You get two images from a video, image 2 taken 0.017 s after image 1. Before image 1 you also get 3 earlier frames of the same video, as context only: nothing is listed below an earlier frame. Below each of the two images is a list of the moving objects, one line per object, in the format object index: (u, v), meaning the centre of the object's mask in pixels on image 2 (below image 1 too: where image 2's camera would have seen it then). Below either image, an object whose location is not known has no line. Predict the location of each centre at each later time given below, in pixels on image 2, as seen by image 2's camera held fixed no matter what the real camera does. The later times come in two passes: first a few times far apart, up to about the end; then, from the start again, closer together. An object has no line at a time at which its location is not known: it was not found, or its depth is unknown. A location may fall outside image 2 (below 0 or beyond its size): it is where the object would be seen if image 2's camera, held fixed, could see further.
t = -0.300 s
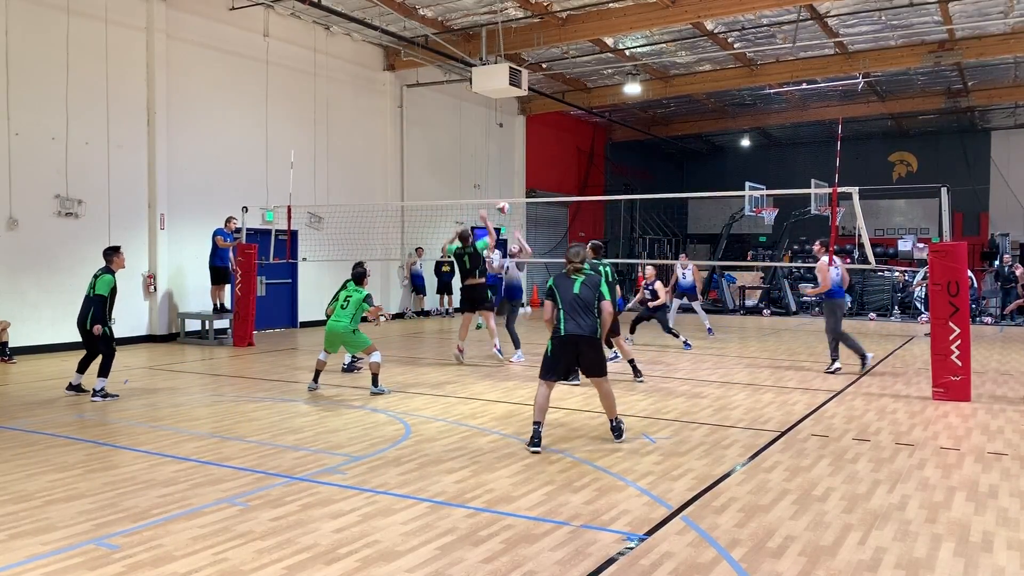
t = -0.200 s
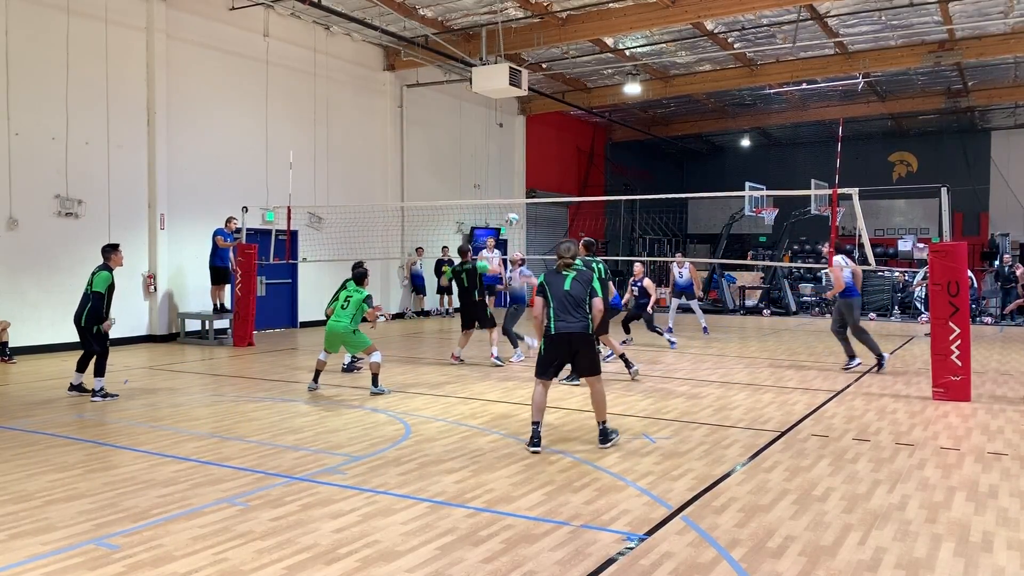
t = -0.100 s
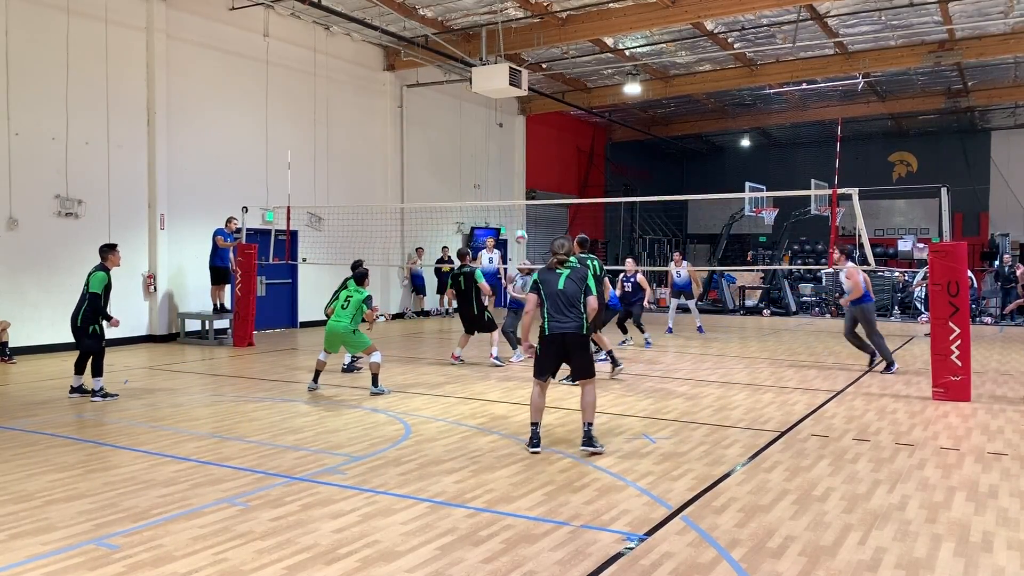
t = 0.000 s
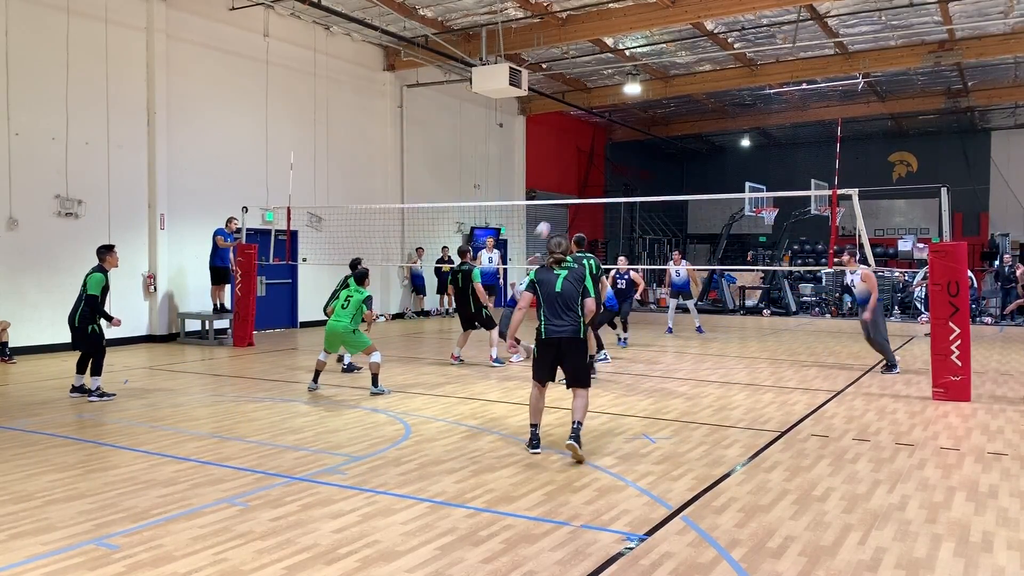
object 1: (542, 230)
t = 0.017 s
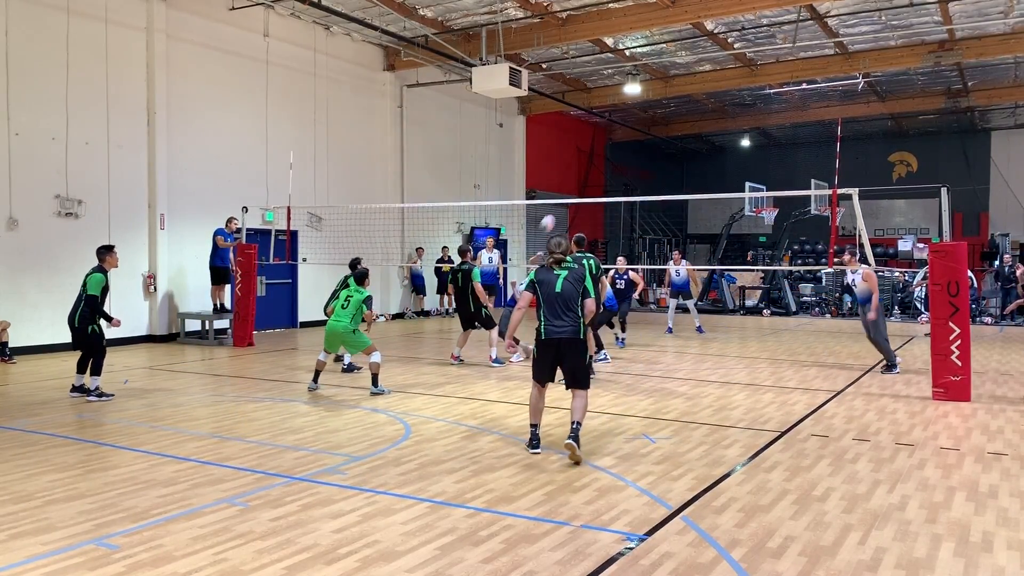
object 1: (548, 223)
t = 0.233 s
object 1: (613, 151)
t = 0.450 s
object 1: (680, 106)
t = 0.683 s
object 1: (751, 93)
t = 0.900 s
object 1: (818, 112)
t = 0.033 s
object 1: (553, 217)
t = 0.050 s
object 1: (557, 210)
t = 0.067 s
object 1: (562, 204)
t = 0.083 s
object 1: (567, 198)
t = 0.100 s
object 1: (573, 191)
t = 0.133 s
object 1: (583, 181)
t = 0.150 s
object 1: (588, 175)
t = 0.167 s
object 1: (593, 170)
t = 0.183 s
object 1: (598, 165)
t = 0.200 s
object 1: (603, 160)
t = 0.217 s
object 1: (608, 155)
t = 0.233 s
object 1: (613, 151)
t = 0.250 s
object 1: (618, 146)
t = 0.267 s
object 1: (624, 142)
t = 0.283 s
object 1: (629, 138)
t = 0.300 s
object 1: (634, 134)
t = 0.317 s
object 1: (639, 130)
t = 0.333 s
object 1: (644, 127)
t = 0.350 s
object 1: (649, 123)
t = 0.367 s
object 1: (655, 120)
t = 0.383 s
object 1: (659, 117)
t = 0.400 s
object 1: (664, 114)
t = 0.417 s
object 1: (670, 111)
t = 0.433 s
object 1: (675, 109)
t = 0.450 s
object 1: (680, 106)
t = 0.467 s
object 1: (685, 104)
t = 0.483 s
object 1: (690, 102)
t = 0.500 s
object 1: (695, 100)
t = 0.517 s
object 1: (700, 99)
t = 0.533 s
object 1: (706, 97)
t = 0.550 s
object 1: (710, 96)
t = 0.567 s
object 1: (716, 95)
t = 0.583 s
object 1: (721, 94)
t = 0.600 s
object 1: (726, 93)
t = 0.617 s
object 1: (731, 93)
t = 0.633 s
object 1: (736, 92)
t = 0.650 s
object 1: (741, 92)
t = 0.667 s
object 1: (746, 92)
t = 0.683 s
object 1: (751, 93)
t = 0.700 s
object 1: (757, 93)
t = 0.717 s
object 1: (762, 94)
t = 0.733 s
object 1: (767, 94)
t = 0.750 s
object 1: (772, 95)
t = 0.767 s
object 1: (777, 96)
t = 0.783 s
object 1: (782, 97)
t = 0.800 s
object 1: (788, 99)
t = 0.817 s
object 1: (793, 101)
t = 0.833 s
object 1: (798, 103)
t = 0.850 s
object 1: (803, 105)
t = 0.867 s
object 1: (808, 108)
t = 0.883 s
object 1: (813, 110)
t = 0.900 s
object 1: (818, 112)
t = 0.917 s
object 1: (823, 115)
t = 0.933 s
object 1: (828, 118)
